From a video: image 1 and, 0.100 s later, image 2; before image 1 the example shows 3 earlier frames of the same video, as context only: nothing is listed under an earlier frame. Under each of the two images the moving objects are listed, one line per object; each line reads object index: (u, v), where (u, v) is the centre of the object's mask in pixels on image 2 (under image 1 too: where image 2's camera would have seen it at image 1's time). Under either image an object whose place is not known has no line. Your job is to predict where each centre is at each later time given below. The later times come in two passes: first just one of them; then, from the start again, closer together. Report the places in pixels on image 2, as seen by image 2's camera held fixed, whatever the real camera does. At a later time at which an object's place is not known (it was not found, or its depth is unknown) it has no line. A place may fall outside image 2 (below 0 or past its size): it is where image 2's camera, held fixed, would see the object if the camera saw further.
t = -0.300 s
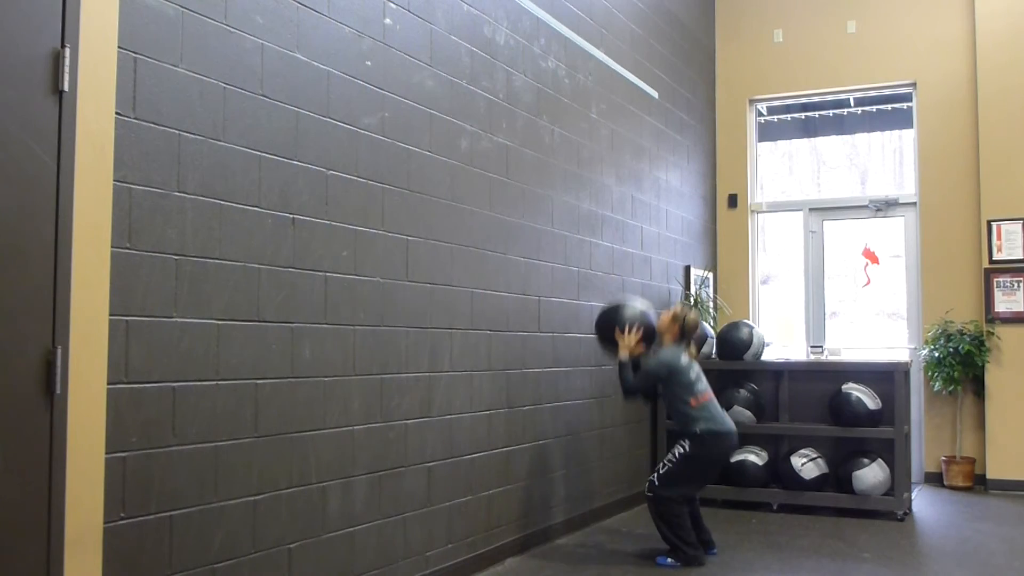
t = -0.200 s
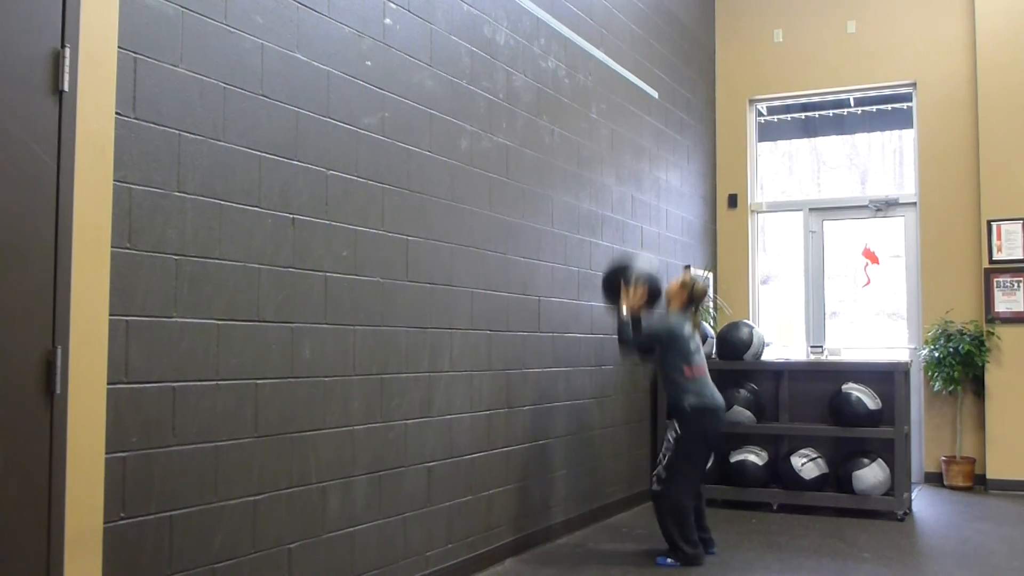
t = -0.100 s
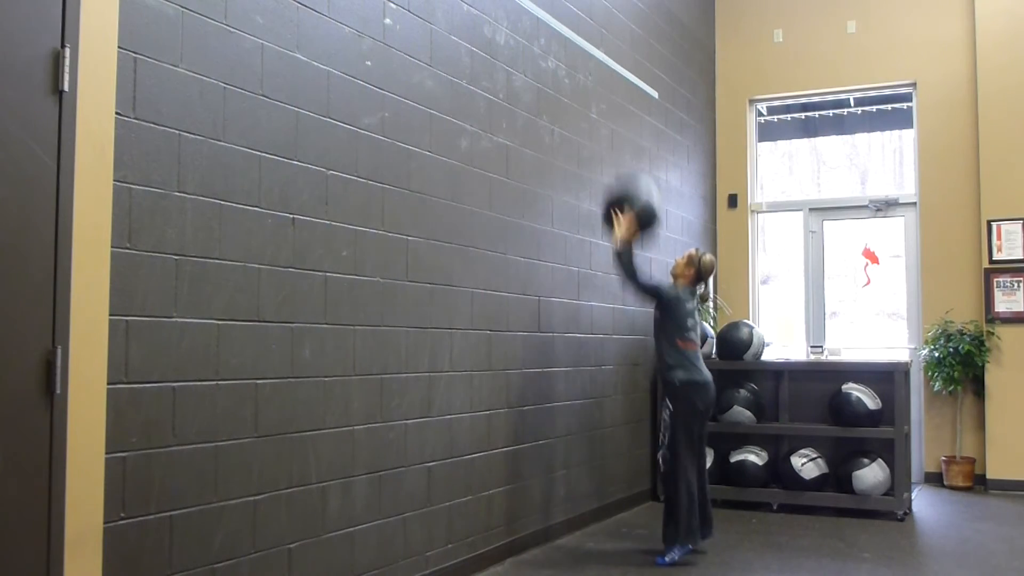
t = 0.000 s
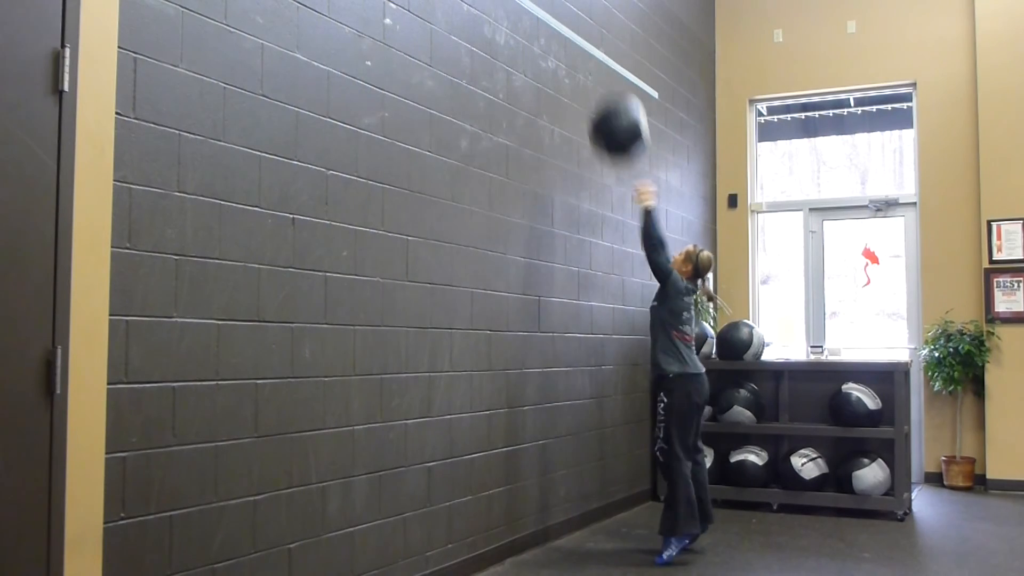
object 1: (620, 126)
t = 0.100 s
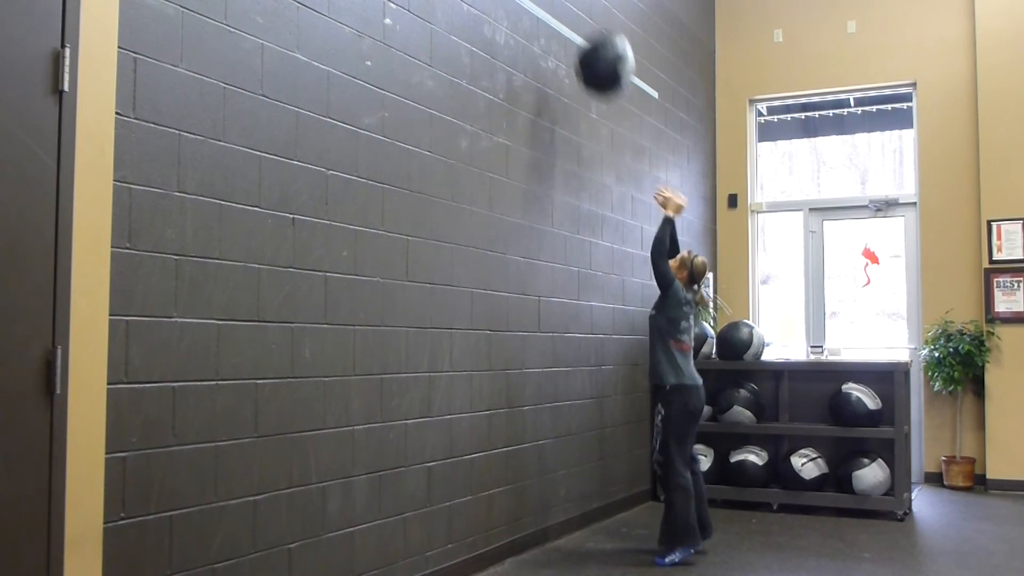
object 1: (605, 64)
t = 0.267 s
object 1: (581, 11)
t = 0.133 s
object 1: (601, 46)
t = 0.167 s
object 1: (597, 31)
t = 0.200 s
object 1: (592, 22)
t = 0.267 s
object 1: (581, 11)
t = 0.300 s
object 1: (574, 8)
